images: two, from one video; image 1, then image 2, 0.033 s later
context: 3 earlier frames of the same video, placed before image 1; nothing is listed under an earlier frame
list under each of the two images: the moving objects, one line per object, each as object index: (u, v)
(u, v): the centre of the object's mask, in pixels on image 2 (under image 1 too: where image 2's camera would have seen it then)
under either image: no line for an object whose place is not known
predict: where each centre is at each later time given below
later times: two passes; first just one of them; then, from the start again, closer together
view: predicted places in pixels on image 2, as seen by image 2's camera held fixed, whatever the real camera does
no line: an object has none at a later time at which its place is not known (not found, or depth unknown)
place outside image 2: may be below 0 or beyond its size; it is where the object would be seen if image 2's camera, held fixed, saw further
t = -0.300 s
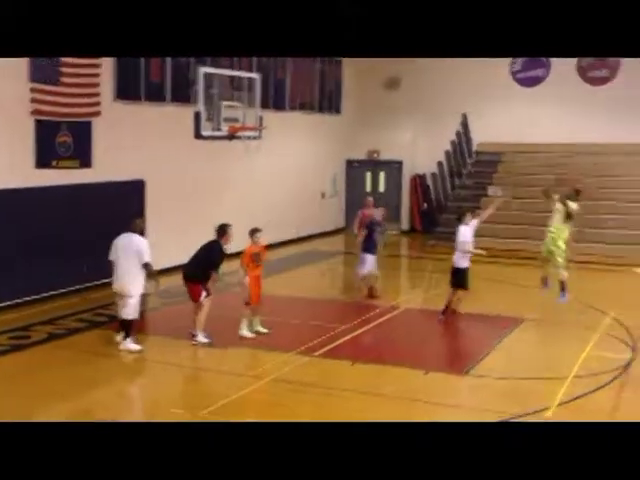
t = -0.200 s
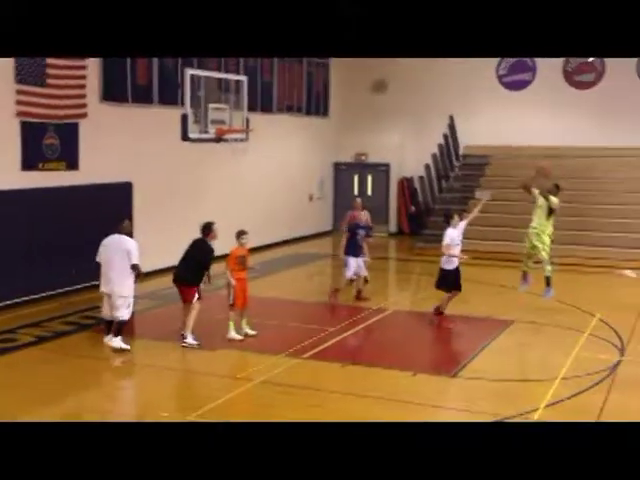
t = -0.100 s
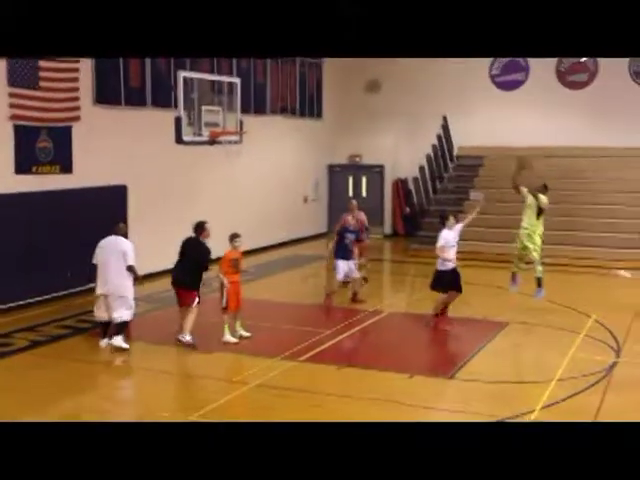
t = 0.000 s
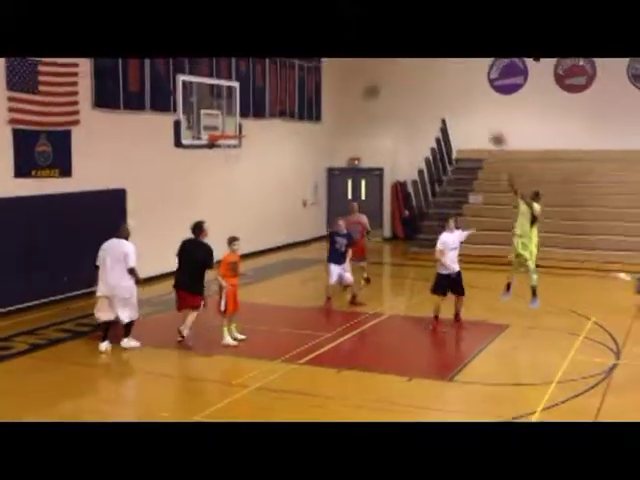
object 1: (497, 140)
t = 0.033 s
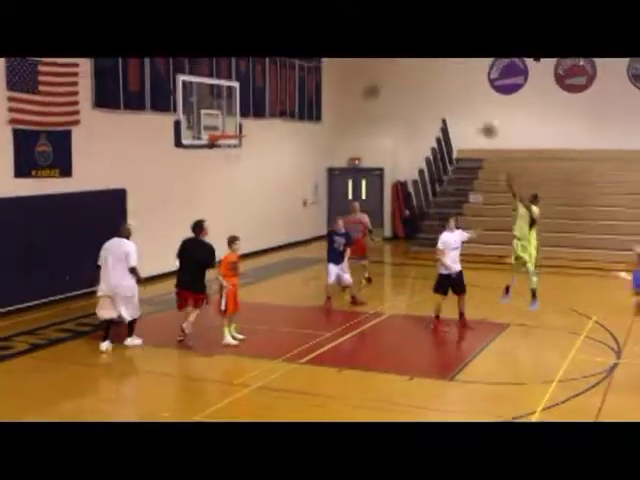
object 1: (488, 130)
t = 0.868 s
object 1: (247, 130)
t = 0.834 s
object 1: (251, 127)
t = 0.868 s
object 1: (247, 130)
